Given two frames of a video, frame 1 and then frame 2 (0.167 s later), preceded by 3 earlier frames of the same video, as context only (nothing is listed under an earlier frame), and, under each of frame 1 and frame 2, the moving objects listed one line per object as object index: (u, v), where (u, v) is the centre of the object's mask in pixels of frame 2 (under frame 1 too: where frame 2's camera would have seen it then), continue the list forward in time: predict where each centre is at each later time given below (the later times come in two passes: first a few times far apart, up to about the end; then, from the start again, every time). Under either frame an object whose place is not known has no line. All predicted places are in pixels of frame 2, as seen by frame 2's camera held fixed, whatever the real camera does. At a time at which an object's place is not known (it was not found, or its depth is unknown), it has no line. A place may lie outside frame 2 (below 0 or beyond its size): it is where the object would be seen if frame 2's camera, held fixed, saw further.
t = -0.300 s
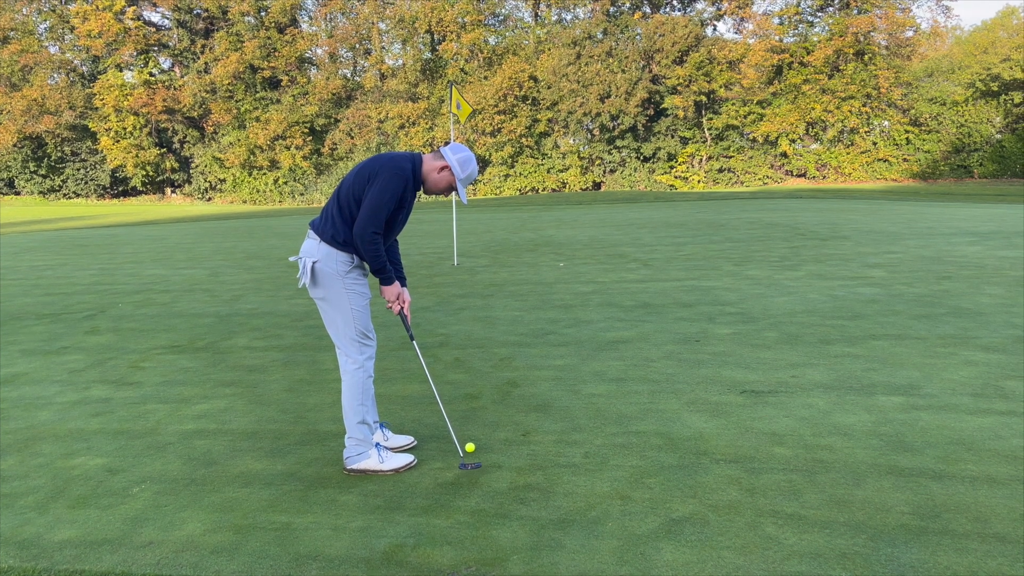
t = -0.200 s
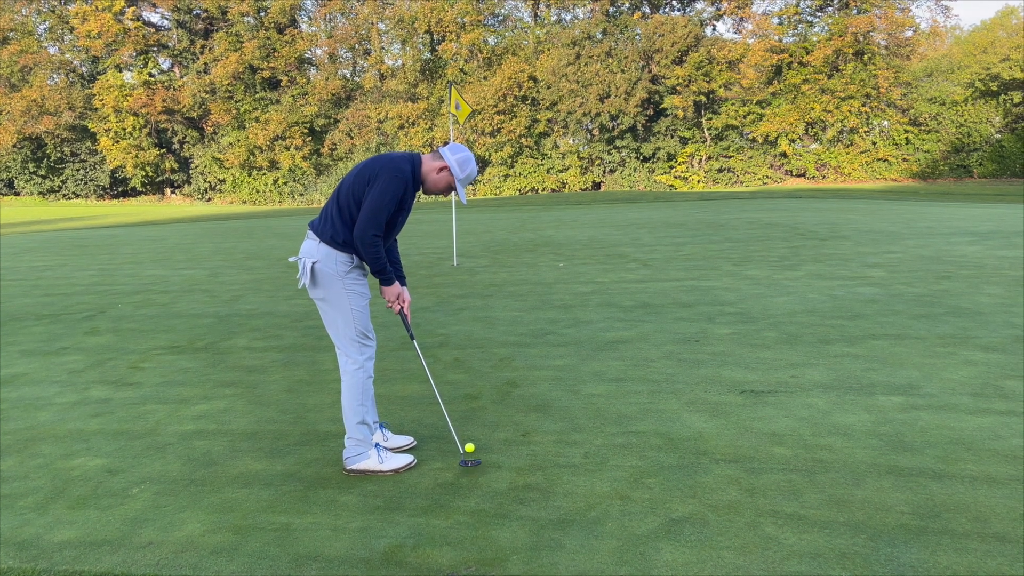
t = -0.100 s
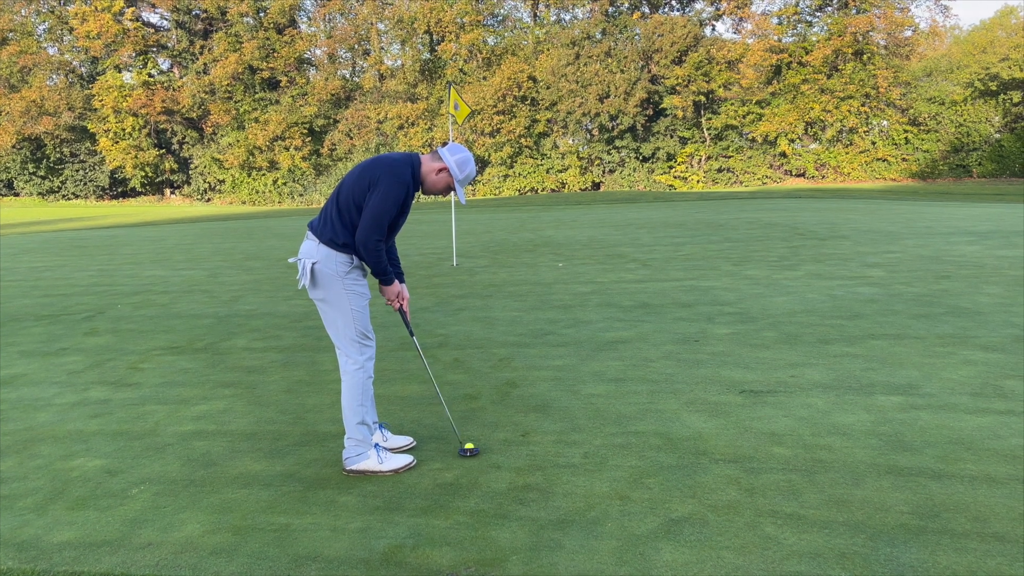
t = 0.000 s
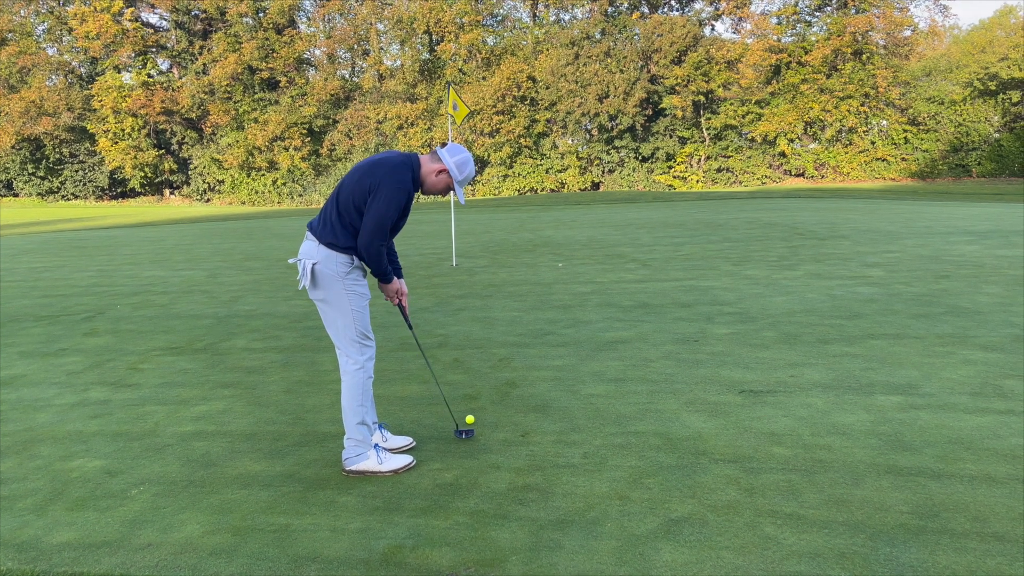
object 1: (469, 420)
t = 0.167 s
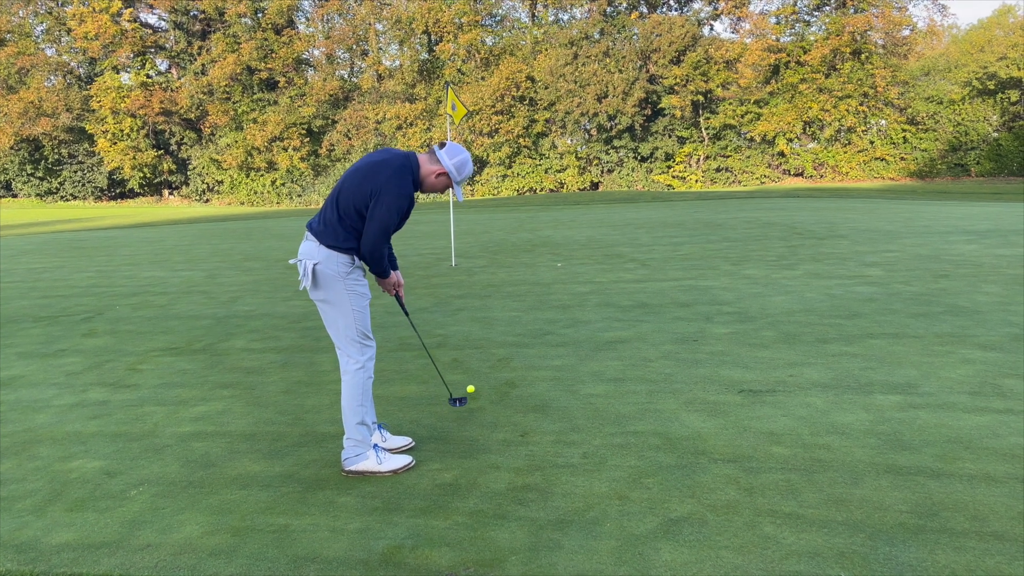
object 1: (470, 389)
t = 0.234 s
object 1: (470, 380)
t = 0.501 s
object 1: (470, 353)
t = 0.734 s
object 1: (469, 334)
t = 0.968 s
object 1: (468, 320)
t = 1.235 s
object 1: (467, 307)
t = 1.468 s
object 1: (465, 297)
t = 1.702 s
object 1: (463, 290)
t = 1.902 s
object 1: (461, 285)
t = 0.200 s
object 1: (471, 384)
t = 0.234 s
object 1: (470, 380)
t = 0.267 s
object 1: (470, 376)
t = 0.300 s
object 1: (471, 373)
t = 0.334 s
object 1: (471, 369)
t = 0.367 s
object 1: (471, 366)
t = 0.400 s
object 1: (470, 362)
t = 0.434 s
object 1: (470, 359)
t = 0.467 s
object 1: (470, 356)
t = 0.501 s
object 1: (470, 353)
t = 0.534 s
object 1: (470, 349)
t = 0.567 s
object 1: (470, 347)
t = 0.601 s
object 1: (469, 344)
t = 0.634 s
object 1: (469, 341)
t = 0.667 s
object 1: (469, 339)
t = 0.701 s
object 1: (469, 336)
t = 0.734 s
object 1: (469, 334)
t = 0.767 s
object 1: (469, 331)
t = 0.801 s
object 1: (469, 329)
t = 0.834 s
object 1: (469, 327)
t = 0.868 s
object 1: (469, 325)
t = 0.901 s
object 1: (468, 324)
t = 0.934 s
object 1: (468, 321)
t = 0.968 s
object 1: (468, 320)
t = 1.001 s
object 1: (468, 318)
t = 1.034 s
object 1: (468, 316)
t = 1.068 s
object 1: (468, 314)
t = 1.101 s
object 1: (468, 313)
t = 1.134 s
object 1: (468, 311)
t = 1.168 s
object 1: (467, 310)
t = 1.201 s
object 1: (467, 308)
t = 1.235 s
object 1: (467, 307)
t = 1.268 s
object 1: (467, 305)
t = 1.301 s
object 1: (466, 304)
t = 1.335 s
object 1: (466, 302)
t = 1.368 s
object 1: (466, 301)
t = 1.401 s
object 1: (466, 300)
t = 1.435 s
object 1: (465, 299)
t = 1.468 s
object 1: (465, 297)
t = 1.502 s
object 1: (465, 296)
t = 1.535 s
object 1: (464, 295)
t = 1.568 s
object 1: (464, 294)
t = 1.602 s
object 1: (464, 293)
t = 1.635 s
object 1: (463, 292)
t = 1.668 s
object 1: (463, 291)
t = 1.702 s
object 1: (463, 290)
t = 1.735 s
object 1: (462, 289)
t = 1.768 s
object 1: (462, 288)
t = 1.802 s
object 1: (462, 287)
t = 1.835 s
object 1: (461, 286)
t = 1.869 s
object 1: (461, 285)
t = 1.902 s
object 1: (461, 285)
